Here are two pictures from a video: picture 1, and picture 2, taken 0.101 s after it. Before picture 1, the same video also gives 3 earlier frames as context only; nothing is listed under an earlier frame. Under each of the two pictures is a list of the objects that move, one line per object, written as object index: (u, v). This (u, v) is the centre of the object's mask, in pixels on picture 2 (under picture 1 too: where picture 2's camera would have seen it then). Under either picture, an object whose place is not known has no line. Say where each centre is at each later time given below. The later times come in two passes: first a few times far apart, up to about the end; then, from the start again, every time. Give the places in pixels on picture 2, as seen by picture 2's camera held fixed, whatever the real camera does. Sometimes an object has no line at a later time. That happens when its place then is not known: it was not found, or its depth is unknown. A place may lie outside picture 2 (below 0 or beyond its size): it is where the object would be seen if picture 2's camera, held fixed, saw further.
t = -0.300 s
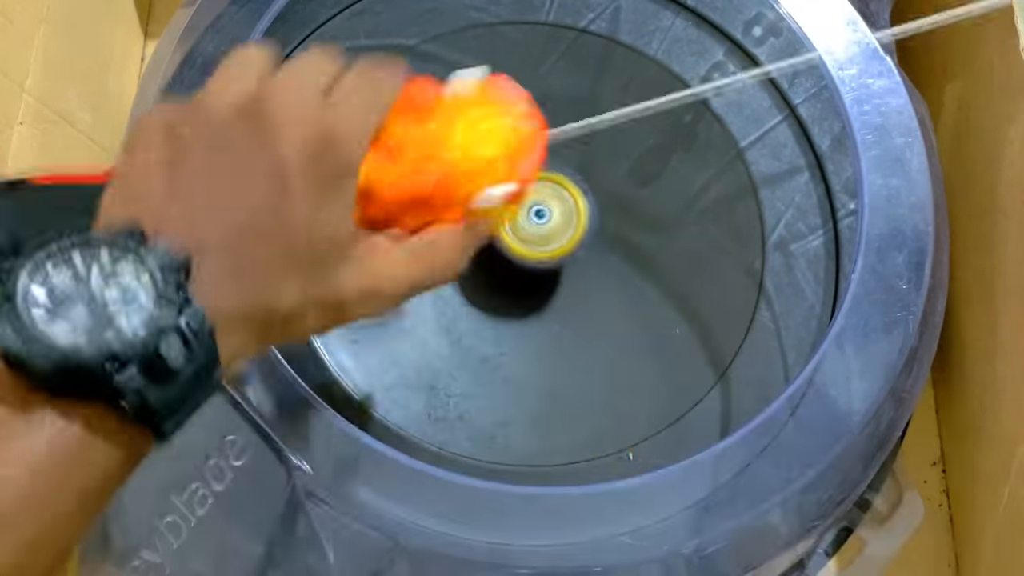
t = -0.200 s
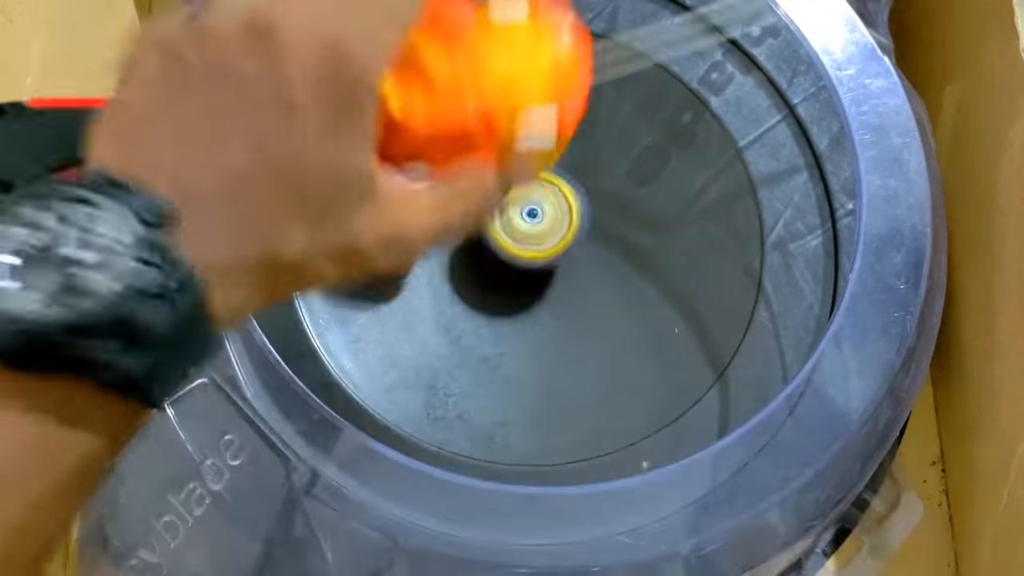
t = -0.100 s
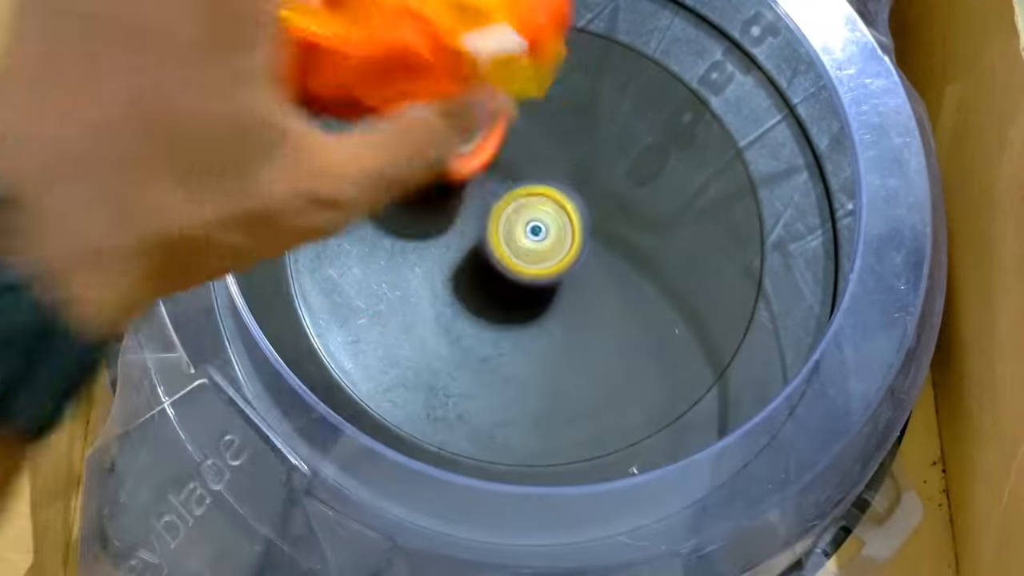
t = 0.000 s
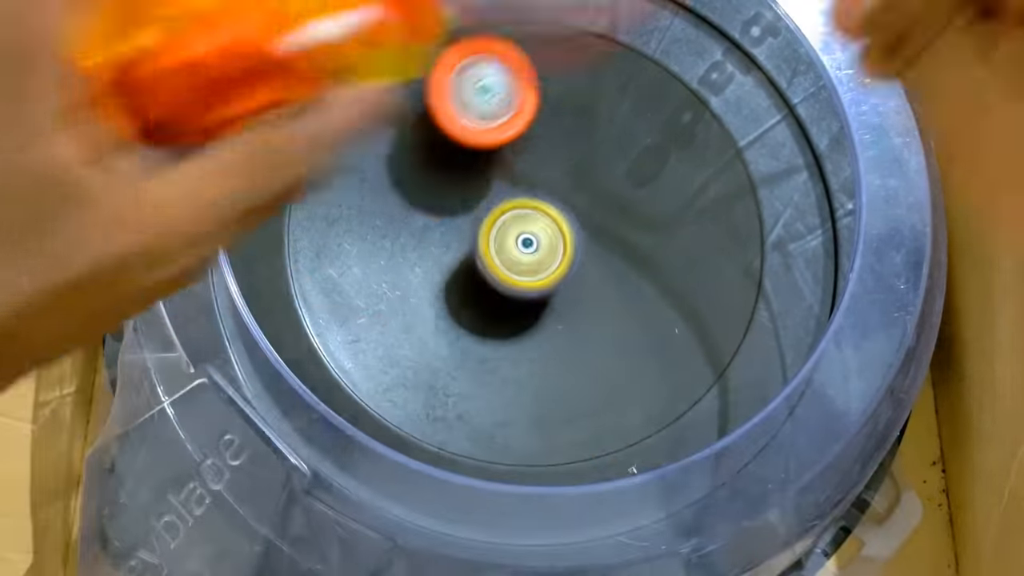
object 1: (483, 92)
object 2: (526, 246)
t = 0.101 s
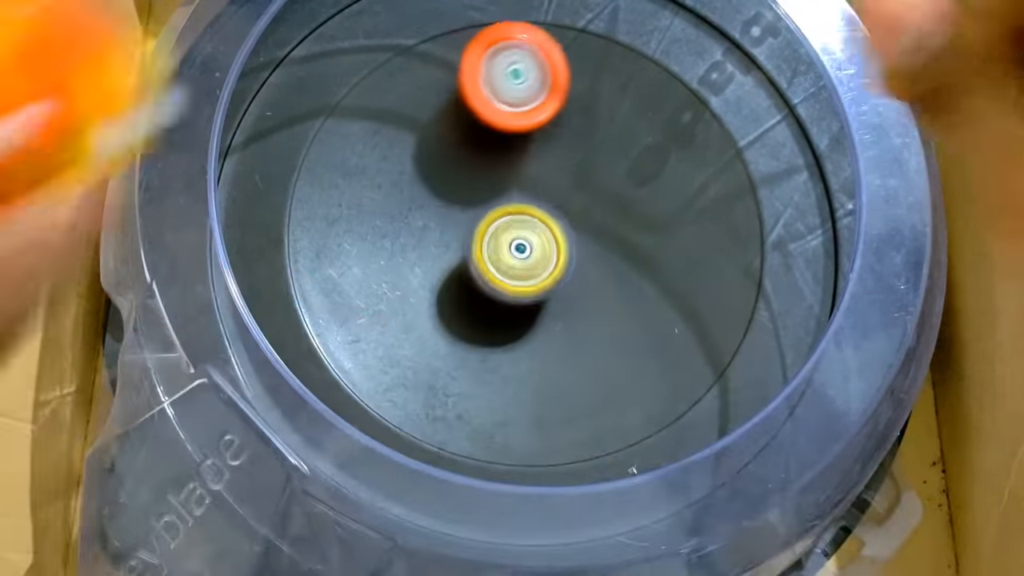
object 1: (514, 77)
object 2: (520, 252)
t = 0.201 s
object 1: (531, 73)
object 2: (516, 257)
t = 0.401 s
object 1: (527, 84)
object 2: (521, 258)
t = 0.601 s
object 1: (536, 116)
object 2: (526, 281)
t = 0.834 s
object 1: (585, 38)
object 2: (484, 337)
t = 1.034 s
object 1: (575, 68)
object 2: (488, 297)
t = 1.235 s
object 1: (604, 181)
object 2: (498, 243)
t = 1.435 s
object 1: (758, 229)
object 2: (491, 188)
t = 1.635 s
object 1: (878, 234)
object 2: (525, 169)
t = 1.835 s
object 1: (875, 286)
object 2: (545, 188)
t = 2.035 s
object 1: (855, 361)
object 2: (542, 220)
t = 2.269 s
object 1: (814, 431)
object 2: (530, 242)
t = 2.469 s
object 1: (773, 476)
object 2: (527, 246)
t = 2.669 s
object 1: (729, 507)
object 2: (535, 242)
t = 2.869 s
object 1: (684, 517)
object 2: (544, 235)
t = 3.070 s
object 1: (643, 491)
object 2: (549, 227)
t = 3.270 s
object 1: (593, 409)
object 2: (543, 220)
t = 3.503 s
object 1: (629, 327)
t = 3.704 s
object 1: (634, 249)
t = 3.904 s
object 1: (540, 332)
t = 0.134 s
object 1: (521, 74)
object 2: (518, 253)
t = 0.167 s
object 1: (527, 73)
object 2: (518, 256)
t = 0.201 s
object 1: (531, 73)
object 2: (516, 257)
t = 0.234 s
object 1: (534, 73)
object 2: (517, 258)
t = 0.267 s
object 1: (535, 74)
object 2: (517, 259)
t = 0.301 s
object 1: (535, 75)
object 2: (517, 259)
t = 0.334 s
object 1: (533, 77)
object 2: (520, 259)
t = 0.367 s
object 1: (530, 80)
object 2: (520, 259)
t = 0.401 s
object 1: (527, 84)
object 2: (521, 258)
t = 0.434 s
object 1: (524, 91)
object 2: (524, 256)
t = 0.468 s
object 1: (521, 100)
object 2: (526, 254)
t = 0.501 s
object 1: (520, 110)
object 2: (528, 252)
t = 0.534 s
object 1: (521, 122)
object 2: (531, 249)
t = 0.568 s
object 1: (524, 134)
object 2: (531, 251)
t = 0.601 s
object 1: (536, 116)
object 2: (526, 281)
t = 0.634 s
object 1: (548, 93)
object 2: (521, 308)
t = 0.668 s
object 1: (559, 75)
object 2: (514, 328)
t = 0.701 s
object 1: (568, 60)
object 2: (509, 338)
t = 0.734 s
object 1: (574, 50)
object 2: (503, 341)
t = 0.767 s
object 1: (579, 44)
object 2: (493, 343)
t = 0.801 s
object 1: (583, 40)
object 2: (488, 341)
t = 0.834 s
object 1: (585, 38)
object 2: (484, 337)
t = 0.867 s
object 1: (585, 38)
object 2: (482, 332)
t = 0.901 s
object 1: (584, 40)
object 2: (480, 328)
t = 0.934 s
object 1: (582, 43)
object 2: (482, 320)
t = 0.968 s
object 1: (580, 48)
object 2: (482, 313)
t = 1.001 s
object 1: (578, 56)
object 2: (484, 307)
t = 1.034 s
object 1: (575, 68)
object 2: (488, 297)
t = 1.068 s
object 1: (573, 83)
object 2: (491, 288)
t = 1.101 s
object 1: (572, 100)
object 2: (494, 281)
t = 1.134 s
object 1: (572, 119)
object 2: (499, 270)
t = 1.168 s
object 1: (574, 141)
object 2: (506, 259)
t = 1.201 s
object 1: (581, 163)
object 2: (510, 251)
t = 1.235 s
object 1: (604, 181)
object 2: (498, 243)
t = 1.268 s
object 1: (631, 195)
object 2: (489, 234)
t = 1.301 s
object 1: (657, 208)
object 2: (484, 225)
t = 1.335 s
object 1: (684, 218)
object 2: (482, 214)
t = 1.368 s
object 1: (709, 225)
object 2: (484, 205)
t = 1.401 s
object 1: (734, 228)
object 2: (487, 196)
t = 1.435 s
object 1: (758, 229)
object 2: (491, 188)
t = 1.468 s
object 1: (780, 226)
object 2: (496, 182)
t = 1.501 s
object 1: (797, 226)
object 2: (501, 177)
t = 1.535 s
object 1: (824, 227)
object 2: (508, 173)
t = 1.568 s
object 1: (849, 230)
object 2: (515, 170)
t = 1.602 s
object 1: (865, 230)
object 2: (521, 169)
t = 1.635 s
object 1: (878, 234)
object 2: (525, 169)
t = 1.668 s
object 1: (877, 238)
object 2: (530, 170)
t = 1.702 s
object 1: (875, 244)
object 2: (535, 171)
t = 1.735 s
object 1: (874, 252)
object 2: (539, 175)
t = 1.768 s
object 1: (874, 262)
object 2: (542, 179)
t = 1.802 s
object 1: (873, 273)
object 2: (543, 184)
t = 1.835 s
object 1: (875, 286)
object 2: (545, 188)
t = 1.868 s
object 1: (872, 297)
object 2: (547, 195)
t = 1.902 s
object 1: (870, 310)
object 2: (546, 200)
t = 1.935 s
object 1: (867, 323)
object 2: (545, 205)
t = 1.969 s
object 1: (863, 336)
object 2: (544, 210)
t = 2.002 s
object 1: (860, 349)
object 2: (544, 216)
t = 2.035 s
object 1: (855, 361)
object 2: (542, 220)
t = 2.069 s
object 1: (850, 373)
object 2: (540, 225)
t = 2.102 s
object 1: (845, 384)
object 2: (538, 228)
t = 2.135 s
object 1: (839, 395)
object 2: (537, 232)
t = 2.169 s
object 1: (833, 405)
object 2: (534, 235)
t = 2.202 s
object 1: (827, 414)
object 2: (532, 238)
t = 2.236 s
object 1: (822, 423)
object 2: (531, 240)
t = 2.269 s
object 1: (814, 431)
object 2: (530, 242)
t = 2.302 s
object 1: (808, 440)
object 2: (529, 243)
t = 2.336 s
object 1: (801, 448)
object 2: (528, 244)
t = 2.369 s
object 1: (794, 455)
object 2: (527, 244)
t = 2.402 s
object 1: (787, 462)
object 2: (527, 246)
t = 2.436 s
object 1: (780, 470)
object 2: (527, 246)
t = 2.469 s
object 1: (773, 476)
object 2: (527, 246)
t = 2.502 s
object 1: (765, 483)
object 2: (528, 246)
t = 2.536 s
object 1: (758, 488)
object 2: (530, 246)
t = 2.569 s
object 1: (751, 494)
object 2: (530, 245)
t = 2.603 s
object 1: (744, 499)
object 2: (532, 244)
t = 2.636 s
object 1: (736, 503)
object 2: (534, 243)
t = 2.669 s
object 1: (729, 507)
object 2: (535, 242)
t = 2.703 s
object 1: (721, 510)
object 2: (536, 241)
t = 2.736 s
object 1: (714, 512)
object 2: (537, 240)
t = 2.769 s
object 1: (707, 514)
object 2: (539, 238)
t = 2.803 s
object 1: (699, 515)
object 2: (540, 237)
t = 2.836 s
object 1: (692, 516)
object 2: (541, 236)
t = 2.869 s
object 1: (684, 517)
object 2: (544, 235)
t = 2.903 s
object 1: (675, 517)
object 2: (546, 234)
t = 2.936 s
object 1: (667, 517)
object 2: (548, 232)
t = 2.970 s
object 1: (659, 517)
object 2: (549, 230)
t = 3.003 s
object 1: (652, 513)
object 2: (550, 229)
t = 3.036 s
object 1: (647, 505)
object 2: (549, 228)
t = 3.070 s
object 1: (643, 491)
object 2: (549, 227)
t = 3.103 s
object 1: (636, 477)
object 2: (549, 226)
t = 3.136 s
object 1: (628, 464)
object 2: (548, 225)
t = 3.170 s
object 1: (618, 453)
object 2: (547, 223)
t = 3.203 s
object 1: (607, 440)
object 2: (546, 221)
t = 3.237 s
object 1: (599, 425)
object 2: (544, 220)
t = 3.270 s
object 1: (593, 409)
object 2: (543, 220)
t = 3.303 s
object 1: (590, 386)
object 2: (541, 218)
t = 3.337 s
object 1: (590, 359)
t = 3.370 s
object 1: (591, 331)
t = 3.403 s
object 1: (596, 310)
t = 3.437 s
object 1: (608, 321)
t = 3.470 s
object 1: (619, 327)
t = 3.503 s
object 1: (629, 327)
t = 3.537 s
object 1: (638, 321)
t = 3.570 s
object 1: (645, 312)
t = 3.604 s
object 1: (648, 299)
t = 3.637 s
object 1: (647, 283)
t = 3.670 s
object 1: (643, 267)
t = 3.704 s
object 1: (634, 249)
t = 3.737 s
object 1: (620, 230)
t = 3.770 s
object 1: (602, 213)
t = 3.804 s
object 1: (581, 215)
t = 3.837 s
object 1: (566, 258)
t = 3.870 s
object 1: (551, 298)
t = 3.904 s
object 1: (540, 332)
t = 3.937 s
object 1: (532, 362)
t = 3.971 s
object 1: (529, 388)
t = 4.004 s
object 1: (530, 411)
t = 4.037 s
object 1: (533, 426)
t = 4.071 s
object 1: (540, 436)
